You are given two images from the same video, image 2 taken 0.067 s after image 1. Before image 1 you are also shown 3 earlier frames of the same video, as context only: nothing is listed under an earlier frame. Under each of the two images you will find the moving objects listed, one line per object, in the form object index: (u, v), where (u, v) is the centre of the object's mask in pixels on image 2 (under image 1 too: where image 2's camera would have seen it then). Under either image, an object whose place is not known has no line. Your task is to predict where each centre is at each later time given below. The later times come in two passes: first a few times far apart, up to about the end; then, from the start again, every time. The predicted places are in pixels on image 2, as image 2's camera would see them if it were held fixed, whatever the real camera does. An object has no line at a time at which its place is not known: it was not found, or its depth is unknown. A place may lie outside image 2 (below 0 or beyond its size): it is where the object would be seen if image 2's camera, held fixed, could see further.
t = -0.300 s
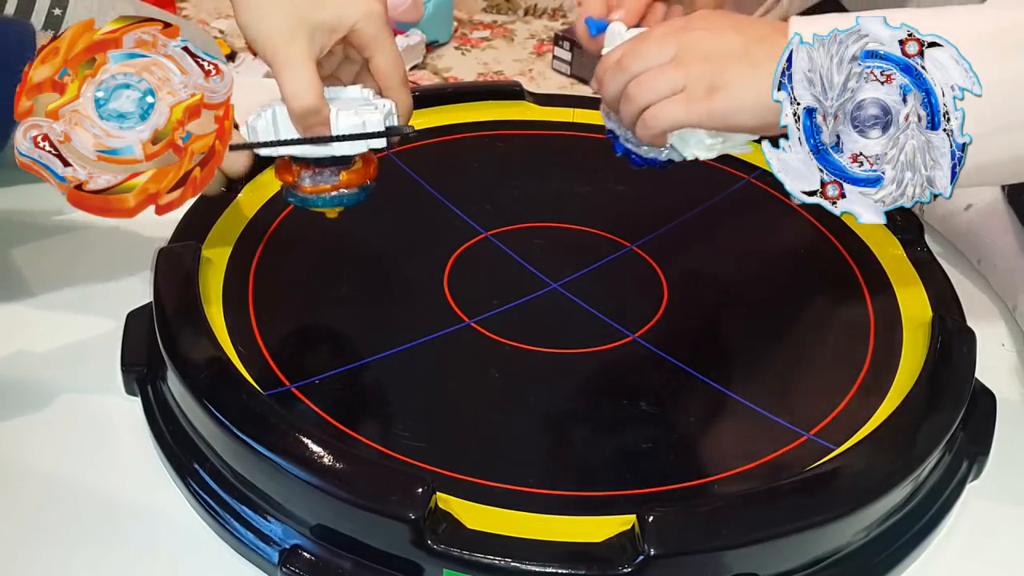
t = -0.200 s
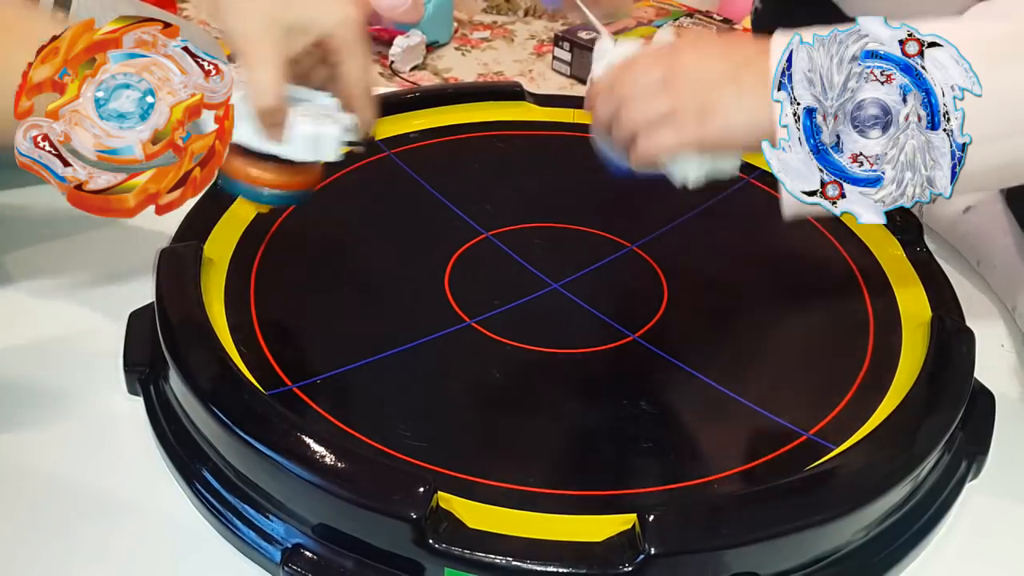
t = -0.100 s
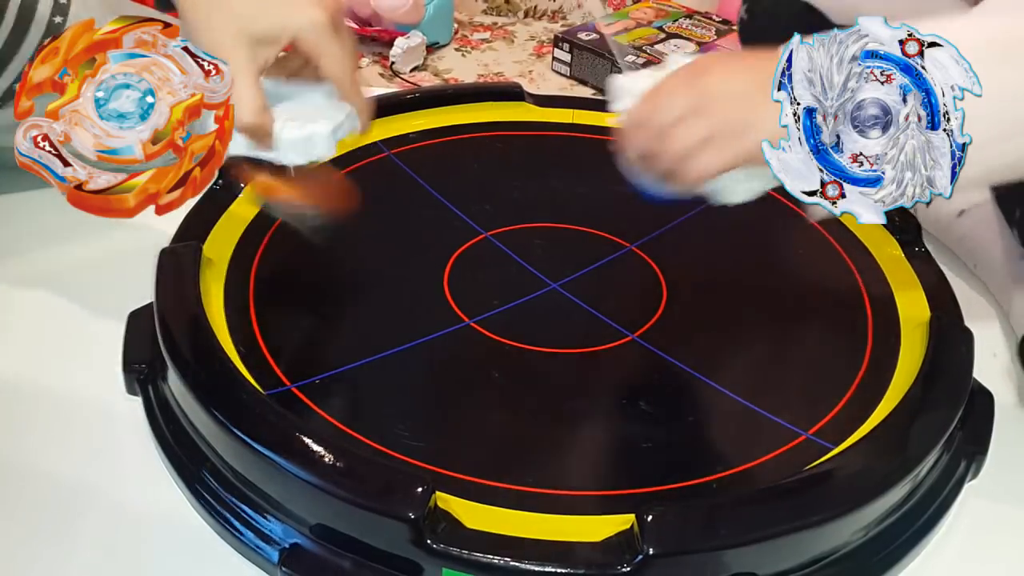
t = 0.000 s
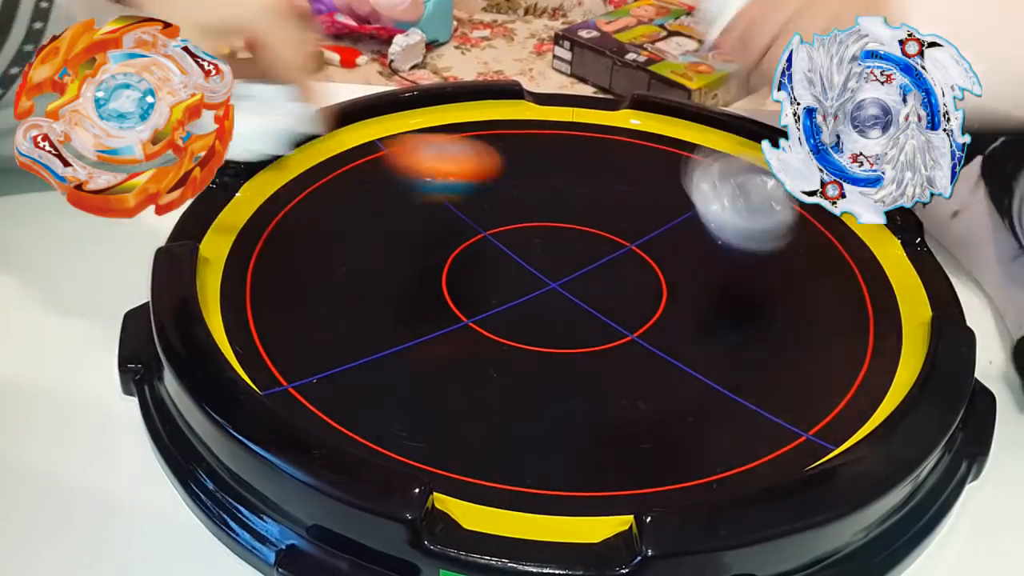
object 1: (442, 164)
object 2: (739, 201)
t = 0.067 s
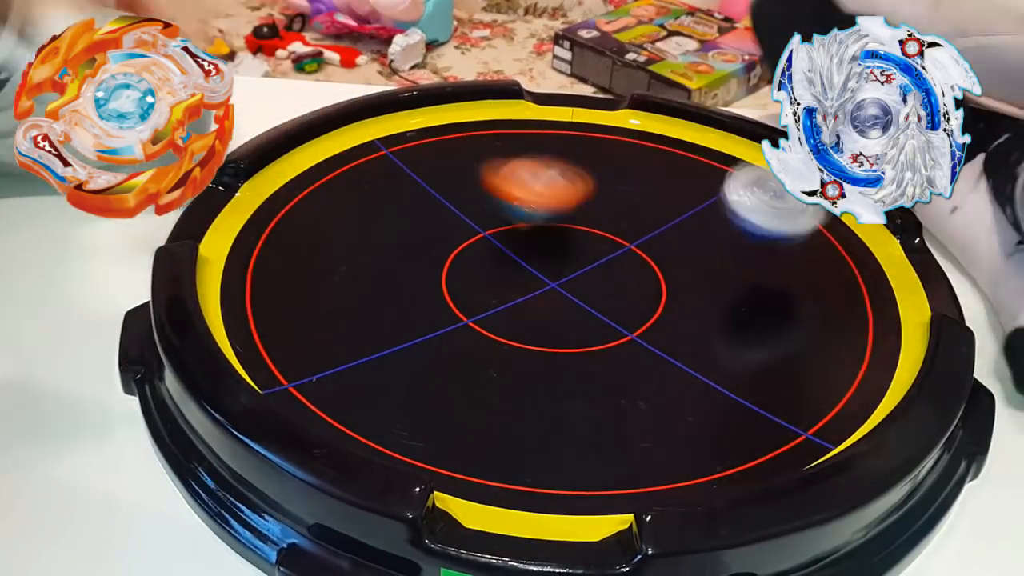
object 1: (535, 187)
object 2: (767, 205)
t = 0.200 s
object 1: (677, 167)
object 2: (794, 219)
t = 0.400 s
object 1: (741, 167)
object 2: (793, 244)
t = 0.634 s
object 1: (679, 166)
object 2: (796, 305)
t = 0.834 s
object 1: (654, 152)
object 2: (719, 349)
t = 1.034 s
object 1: (640, 142)
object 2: (596, 356)
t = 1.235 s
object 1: (630, 140)
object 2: (475, 327)
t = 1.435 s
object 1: (620, 143)
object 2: (387, 281)
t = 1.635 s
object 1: (609, 152)
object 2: (356, 228)
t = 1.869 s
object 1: (594, 170)
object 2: (397, 181)
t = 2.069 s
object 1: (578, 186)
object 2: (476, 165)
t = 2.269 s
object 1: (607, 269)
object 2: (506, 111)
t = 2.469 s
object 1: (599, 304)
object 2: (597, 126)
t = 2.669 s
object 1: (575, 318)
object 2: (651, 179)
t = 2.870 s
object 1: (543, 321)
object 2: (673, 237)
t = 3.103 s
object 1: (505, 310)
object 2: (688, 306)
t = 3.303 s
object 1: (483, 292)
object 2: (675, 364)
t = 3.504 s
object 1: (476, 271)
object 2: (599, 391)
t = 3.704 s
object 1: (484, 250)
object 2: (514, 356)
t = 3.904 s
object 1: (508, 230)
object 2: (476, 296)
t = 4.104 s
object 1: (570, 211)
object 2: (435, 255)
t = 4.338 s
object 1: (641, 193)
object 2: (381, 217)
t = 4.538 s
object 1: (678, 191)
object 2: (408, 193)
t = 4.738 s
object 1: (702, 200)
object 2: (485, 196)
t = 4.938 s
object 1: (709, 217)
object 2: (567, 213)
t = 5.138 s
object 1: (746, 237)
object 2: (588, 235)
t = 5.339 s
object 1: (746, 258)
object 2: (540, 250)
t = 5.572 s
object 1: (694, 271)
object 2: (484, 247)
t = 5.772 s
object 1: (634, 270)
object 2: (478, 236)
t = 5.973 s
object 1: (617, 259)
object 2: (467, 222)
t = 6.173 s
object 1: (637, 255)
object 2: (425, 202)
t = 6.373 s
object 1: (632, 242)
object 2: (433, 190)
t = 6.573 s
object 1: (635, 233)
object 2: (488, 201)
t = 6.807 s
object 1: (655, 230)
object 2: (541, 229)
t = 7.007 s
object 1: (669, 235)
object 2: (535, 256)
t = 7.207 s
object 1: (665, 241)
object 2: (520, 275)
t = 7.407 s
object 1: (648, 248)
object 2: (515, 280)
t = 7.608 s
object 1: (620, 252)
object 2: (524, 275)
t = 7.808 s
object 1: (625, 240)
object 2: (502, 274)
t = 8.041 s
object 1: (616, 230)
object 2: (492, 261)
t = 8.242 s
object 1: (610, 228)
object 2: (519, 245)
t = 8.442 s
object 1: (644, 221)
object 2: (505, 250)
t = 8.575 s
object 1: (650, 221)
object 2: (495, 253)
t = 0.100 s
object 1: (574, 171)
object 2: (778, 208)
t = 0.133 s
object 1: (611, 169)
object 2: (790, 222)
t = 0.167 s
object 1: (646, 177)
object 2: (792, 219)
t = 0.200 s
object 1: (677, 167)
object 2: (794, 219)
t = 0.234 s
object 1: (704, 170)
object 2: (798, 228)
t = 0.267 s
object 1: (728, 163)
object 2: (797, 228)
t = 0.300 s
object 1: (743, 161)
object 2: (797, 231)
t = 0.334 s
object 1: (750, 155)
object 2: (796, 235)
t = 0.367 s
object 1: (747, 161)
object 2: (795, 239)
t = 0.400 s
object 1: (741, 167)
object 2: (793, 244)
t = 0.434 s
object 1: (735, 169)
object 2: (796, 251)
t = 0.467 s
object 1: (727, 170)
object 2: (799, 258)
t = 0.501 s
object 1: (717, 170)
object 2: (801, 266)
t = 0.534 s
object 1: (706, 170)
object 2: (804, 276)
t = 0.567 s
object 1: (696, 169)
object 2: (804, 288)
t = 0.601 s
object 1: (687, 168)
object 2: (801, 297)
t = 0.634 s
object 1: (679, 166)
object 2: (796, 305)
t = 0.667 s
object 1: (672, 164)
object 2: (791, 315)
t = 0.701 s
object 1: (667, 162)
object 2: (782, 324)
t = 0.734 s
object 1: (663, 159)
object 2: (769, 332)
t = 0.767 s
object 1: (660, 157)
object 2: (755, 340)
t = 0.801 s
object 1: (657, 154)
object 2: (737, 345)
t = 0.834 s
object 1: (654, 152)
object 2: (719, 349)
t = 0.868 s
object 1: (653, 150)
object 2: (702, 354)
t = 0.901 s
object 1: (650, 148)
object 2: (681, 356)
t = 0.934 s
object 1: (647, 146)
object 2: (660, 358)
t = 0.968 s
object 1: (645, 144)
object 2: (638, 358)
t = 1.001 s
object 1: (643, 143)
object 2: (615, 357)
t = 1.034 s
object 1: (640, 142)
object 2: (596, 356)
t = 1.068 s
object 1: (638, 141)
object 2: (574, 352)
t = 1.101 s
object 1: (636, 141)
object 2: (551, 348)
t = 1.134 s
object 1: (635, 140)
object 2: (532, 345)
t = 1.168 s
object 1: (633, 140)
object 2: (510, 340)
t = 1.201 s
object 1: (631, 140)
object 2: (494, 334)
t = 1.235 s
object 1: (630, 140)
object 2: (475, 327)
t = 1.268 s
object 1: (628, 140)
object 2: (455, 320)
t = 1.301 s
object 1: (626, 141)
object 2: (440, 314)
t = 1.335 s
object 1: (625, 141)
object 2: (424, 306)
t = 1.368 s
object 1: (624, 141)
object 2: (413, 299)
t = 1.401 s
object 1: (622, 142)
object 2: (399, 290)
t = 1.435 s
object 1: (620, 143)
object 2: (387, 281)
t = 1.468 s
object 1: (618, 144)
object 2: (377, 272)
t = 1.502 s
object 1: (616, 145)
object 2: (370, 263)
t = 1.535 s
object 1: (615, 147)
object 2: (365, 255)
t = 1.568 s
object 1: (613, 148)
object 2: (359, 246)
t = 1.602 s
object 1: (611, 150)
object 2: (356, 237)
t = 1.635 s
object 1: (609, 152)
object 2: (356, 228)
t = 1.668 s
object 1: (607, 155)
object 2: (358, 220)
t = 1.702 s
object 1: (605, 157)
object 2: (359, 213)
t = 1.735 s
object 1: (603, 159)
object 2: (365, 205)
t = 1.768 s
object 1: (601, 162)
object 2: (371, 198)
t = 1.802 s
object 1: (598, 164)
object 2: (378, 191)
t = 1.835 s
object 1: (596, 167)
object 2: (388, 186)
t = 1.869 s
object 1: (594, 170)
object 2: (397, 181)
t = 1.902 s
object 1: (591, 172)
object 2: (410, 176)
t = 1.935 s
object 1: (589, 175)
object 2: (421, 172)
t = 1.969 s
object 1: (586, 178)
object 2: (435, 169)
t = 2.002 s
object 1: (583, 181)
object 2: (447, 167)
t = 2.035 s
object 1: (580, 183)
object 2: (463, 166)
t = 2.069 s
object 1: (578, 186)
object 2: (476, 165)
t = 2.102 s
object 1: (575, 189)
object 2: (491, 163)
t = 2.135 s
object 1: (584, 204)
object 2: (497, 153)
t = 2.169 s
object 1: (594, 223)
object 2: (498, 139)
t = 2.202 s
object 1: (600, 241)
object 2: (500, 129)
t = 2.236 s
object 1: (604, 256)
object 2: (504, 118)
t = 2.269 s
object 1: (607, 269)
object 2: (506, 111)
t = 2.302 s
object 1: (608, 280)
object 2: (510, 104)
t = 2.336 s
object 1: (608, 288)
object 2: (518, 95)
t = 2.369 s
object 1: (608, 295)
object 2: (535, 96)
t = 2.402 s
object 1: (605, 298)
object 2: (560, 107)
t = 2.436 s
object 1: (602, 302)
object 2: (578, 117)
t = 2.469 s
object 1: (599, 304)
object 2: (597, 126)
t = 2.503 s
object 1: (596, 306)
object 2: (613, 136)
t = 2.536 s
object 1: (592, 309)
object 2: (625, 148)
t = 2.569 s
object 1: (589, 312)
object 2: (634, 157)
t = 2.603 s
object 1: (584, 314)
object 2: (641, 163)
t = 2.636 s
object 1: (580, 316)
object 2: (647, 172)
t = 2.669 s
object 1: (575, 318)
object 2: (651, 179)
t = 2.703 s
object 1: (570, 319)
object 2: (656, 189)
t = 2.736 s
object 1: (565, 320)
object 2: (659, 199)
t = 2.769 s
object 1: (559, 321)
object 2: (663, 209)
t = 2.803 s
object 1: (554, 322)
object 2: (666, 219)
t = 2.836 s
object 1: (548, 321)
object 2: (669, 226)
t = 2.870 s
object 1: (543, 321)
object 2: (673, 237)
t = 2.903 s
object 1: (537, 320)
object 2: (676, 245)
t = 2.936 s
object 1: (532, 320)
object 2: (680, 256)
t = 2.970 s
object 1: (526, 318)
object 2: (681, 265)
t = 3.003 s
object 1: (520, 317)
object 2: (684, 275)
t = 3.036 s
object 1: (515, 315)
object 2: (686, 285)
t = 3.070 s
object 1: (510, 313)
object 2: (687, 295)
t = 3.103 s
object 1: (505, 310)
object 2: (688, 306)
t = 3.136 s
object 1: (501, 308)
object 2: (688, 314)
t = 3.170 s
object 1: (496, 305)
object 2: (688, 325)
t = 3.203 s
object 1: (493, 302)
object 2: (686, 335)
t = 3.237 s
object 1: (489, 299)
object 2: (683, 347)
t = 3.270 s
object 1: (486, 296)
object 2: (678, 354)
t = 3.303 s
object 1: (483, 292)
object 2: (675, 364)
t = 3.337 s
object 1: (481, 288)
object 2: (666, 372)
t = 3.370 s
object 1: (479, 285)
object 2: (656, 379)
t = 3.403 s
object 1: (476, 281)
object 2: (643, 385)
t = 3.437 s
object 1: (476, 279)
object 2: (632, 390)
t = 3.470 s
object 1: (476, 274)
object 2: (615, 392)
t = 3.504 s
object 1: (476, 271)
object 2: (599, 391)
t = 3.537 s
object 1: (475, 267)
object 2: (582, 390)
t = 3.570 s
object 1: (476, 264)
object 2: (569, 386)
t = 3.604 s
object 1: (478, 260)
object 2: (552, 380)
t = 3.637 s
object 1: (479, 257)
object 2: (537, 373)
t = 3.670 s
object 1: (482, 254)
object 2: (527, 366)
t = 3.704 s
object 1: (484, 250)
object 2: (514, 356)
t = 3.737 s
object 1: (487, 247)
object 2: (503, 346)
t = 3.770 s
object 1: (490, 245)
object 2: (496, 335)
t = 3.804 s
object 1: (494, 241)
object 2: (490, 326)
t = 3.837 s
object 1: (498, 237)
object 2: (483, 315)
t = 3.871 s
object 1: (503, 233)
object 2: (477, 305)
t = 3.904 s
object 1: (508, 230)
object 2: (476, 296)
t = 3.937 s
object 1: (514, 227)
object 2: (470, 286)
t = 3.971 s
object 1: (521, 224)
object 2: (469, 276)
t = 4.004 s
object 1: (527, 223)
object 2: (468, 267)
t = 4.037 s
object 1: (539, 221)
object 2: (460, 262)
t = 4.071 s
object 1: (555, 216)
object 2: (447, 258)
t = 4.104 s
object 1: (570, 211)
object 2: (435, 255)
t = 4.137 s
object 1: (582, 206)
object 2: (425, 251)
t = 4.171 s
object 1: (593, 203)
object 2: (414, 245)
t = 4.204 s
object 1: (603, 200)
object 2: (404, 239)
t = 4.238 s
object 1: (614, 198)
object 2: (395, 233)
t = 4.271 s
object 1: (623, 196)
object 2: (390, 228)
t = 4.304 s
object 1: (632, 194)
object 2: (384, 222)
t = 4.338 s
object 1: (641, 193)
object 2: (381, 217)
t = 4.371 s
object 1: (647, 192)
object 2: (381, 212)
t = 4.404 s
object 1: (655, 191)
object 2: (383, 207)
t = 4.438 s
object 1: (661, 191)
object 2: (385, 203)
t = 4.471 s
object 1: (667, 191)
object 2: (391, 198)
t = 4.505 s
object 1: (672, 191)
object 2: (401, 196)
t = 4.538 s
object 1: (678, 191)
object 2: (408, 193)
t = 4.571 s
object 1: (683, 192)
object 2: (421, 192)
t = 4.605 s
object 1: (688, 193)
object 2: (432, 191)
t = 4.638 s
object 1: (692, 195)
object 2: (444, 192)
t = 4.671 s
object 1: (695, 197)
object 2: (458, 194)
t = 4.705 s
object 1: (699, 199)
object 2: (470, 194)
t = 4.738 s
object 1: (702, 200)
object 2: (485, 196)
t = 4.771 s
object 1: (704, 203)
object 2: (498, 198)
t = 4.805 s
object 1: (706, 205)
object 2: (511, 201)
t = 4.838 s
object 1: (707, 208)
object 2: (525, 203)
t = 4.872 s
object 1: (709, 210)
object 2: (539, 206)
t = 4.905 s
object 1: (709, 214)
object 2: (555, 210)
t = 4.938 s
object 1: (709, 217)
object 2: (567, 213)
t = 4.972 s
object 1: (708, 220)
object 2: (583, 217)
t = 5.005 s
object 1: (706, 224)
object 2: (595, 221)
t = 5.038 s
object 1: (705, 227)
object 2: (607, 224)
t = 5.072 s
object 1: (714, 230)
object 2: (608, 228)
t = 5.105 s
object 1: (733, 234)
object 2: (596, 231)
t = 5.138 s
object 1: (746, 237)
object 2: (588, 235)
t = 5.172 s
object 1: (753, 242)
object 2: (583, 238)
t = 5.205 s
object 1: (755, 246)
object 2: (574, 242)
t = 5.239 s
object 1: (754, 250)
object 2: (565, 244)
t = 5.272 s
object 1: (752, 253)
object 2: (556, 247)
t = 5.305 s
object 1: (749, 255)
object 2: (549, 249)
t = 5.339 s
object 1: (746, 258)
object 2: (540, 250)
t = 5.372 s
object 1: (741, 261)
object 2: (531, 251)
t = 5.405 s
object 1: (735, 263)
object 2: (522, 252)
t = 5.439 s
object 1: (728, 265)
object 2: (512, 253)
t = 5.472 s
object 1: (720, 267)
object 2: (504, 252)
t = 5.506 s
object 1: (712, 269)
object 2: (497, 251)
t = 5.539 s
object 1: (703, 270)
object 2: (489, 248)
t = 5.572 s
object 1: (694, 271)
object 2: (484, 247)
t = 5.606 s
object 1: (685, 271)
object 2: (482, 245)
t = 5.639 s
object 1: (675, 271)
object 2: (478, 243)
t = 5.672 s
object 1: (665, 272)
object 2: (477, 242)
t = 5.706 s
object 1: (655, 272)
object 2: (477, 240)
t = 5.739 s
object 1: (644, 271)
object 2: (476, 238)
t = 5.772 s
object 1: (634, 270)
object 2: (478, 236)
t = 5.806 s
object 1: (622, 267)
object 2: (480, 235)
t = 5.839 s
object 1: (612, 265)
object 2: (483, 233)
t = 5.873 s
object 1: (601, 263)
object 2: (488, 232)
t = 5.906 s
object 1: (592, 259)
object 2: (493, 232)
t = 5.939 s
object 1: (602, 258)
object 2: (481, 226)
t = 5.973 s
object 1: (617, 259)
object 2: (467, 222)
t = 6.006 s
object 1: (629, 260)
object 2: (458, 219)
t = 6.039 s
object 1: (635, 261)
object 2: (448, 215)
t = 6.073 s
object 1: (638, 259)
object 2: (441, 212)
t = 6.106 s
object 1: (638, 259)
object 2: (434, 209)
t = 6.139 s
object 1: (638, 257)
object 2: (430, 206)
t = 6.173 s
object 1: (637, 255)
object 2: (425, 202)
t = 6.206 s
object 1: (635, 252)
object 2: (422, 198)
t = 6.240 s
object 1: (634, 250)
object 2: (422, 196)
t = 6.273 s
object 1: (633, 248)
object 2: (422, 193)
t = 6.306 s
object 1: (633, 246)
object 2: (424, 192)
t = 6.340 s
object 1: (632, 244)
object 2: (429, 191)
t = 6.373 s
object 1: (632, 242)
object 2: (433, 190)
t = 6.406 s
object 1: (633, 240)
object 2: (441, 190)
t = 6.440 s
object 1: (632, 239)
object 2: (449, 192)
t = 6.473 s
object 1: (633, 237)
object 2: (457, 193)
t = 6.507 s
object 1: (633, 236)
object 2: (467, 195)
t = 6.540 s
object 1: (634, 234)
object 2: (476, 198)
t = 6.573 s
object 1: (635, 233)
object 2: (488, 201)
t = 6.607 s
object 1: (636, 232)
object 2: (497, 205)
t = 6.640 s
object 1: (637, 231)
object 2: (506, 209)
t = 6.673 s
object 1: (637, 230)
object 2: (518, 213)
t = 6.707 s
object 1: (638, 230)
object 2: (529, 219)
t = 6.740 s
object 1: (639, 229)
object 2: (539, 222)
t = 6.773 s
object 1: (648, 230)
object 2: (541, 226)
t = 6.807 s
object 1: (655, 230)
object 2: (541, 229)
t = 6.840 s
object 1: (659, 231)
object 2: (541, 233)
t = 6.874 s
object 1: (663, 231)
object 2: (540, 239)
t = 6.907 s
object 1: (665, 232)
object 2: (539, 243)
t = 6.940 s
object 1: (667, 233)
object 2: (537, 248)
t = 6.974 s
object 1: (668, 234)
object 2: (534, 252)
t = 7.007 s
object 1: (669, 235)
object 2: (535, 256)
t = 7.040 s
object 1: (669, 236)
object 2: (533, 261)
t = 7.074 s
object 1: (669, 237)
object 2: (532, 264)
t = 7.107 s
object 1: (669, 238)
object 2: (529, 268)
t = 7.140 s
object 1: (668, 239)
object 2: (526, 270)
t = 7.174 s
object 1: (667, 240)
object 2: (525, 273)
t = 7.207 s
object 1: (665, 241)
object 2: (520, 275)
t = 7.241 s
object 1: (663, 242)
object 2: (522, 277)
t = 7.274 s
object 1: (661, 243)
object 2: (519, 278)
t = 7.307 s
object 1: (658, 245)
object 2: (518, 279)
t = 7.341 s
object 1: (655, 246)
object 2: (516, 280)
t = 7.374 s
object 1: (652, 246)
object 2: (515, 280)
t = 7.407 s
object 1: (648, 248)
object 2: (515, 280)
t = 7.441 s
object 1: (644, 249)
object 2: (515, 279)
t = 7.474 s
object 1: (640, 250)
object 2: (517, 279)
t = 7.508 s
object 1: (635, 251)
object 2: (517, 279)
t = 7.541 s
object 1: (630, 252)
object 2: (521, 278)
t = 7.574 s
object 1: (625, 252)
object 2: (521, 276)
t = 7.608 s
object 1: (620, 252)
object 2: (524, 275)
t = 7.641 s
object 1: (615, 252)
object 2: (525, 273)
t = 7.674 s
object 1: (615, 250)
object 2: (522, 274)
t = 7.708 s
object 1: (620, 246)
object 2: (516, 274)
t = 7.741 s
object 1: (625, 243)
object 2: (508, 274)
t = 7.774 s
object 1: (626, 241)
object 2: (507, 275)
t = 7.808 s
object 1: (625, 240)
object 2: (502, 274)
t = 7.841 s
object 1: (624, 238)
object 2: (499, 272)
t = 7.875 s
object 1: (623, 237)
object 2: (493, 271)
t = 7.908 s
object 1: (622, 235)
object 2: (494, 271)
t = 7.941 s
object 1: (620, 234)
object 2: (492, 268)
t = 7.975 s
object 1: (619, 233)
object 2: (492, 267)
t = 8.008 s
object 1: (617, 232)
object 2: (490, 264)
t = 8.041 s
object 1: (616, 230)
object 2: (492, 261)
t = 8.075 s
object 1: (614, 229)
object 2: (493, 258)
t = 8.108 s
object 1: (613, 228)
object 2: (498, 255)
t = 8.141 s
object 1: (612, 228)
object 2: (502, 253)
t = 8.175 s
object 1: (610, 227)
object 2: (508, 250)
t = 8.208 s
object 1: (610, 227)
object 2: (512, 248)
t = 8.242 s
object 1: (610, 228)
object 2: (519, 245)
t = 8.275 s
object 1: (614, 227)
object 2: (523, 245)
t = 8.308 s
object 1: (625, 225)
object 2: (519, 245)
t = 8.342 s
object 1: (632, 223)
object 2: (514, 247)
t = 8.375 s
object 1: (637, 222)
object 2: (510, 248)
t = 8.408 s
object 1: (640, 222)
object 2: (507, 248)
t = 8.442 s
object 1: (644, 221)
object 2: (505, 250)
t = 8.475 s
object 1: (645, 221)
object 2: (500, 251)
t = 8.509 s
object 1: (645, 221)
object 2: (498, 252)
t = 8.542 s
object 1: (648, 221)
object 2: (495, 253)
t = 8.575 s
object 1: (650, 221)
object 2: (495, 253)
